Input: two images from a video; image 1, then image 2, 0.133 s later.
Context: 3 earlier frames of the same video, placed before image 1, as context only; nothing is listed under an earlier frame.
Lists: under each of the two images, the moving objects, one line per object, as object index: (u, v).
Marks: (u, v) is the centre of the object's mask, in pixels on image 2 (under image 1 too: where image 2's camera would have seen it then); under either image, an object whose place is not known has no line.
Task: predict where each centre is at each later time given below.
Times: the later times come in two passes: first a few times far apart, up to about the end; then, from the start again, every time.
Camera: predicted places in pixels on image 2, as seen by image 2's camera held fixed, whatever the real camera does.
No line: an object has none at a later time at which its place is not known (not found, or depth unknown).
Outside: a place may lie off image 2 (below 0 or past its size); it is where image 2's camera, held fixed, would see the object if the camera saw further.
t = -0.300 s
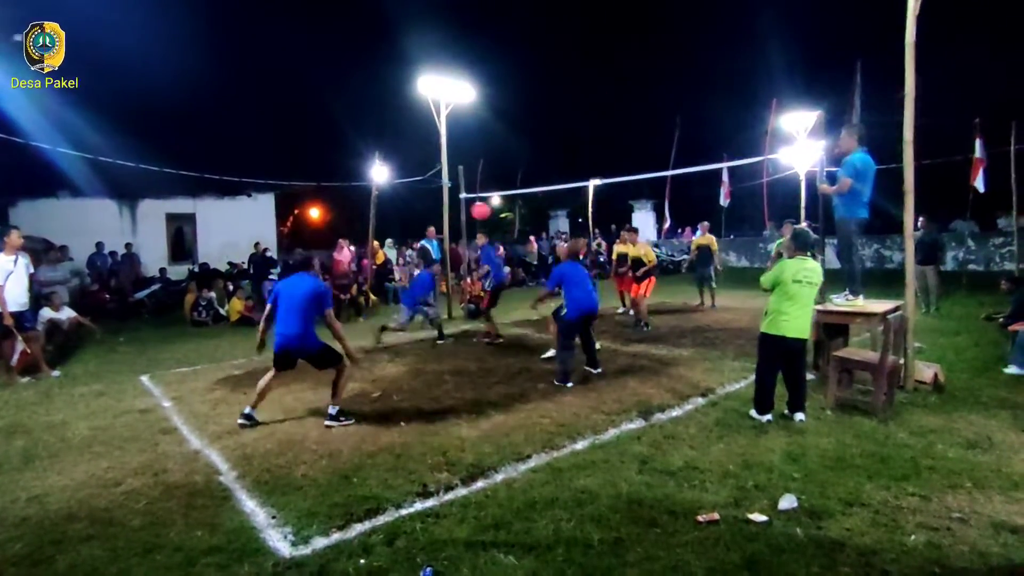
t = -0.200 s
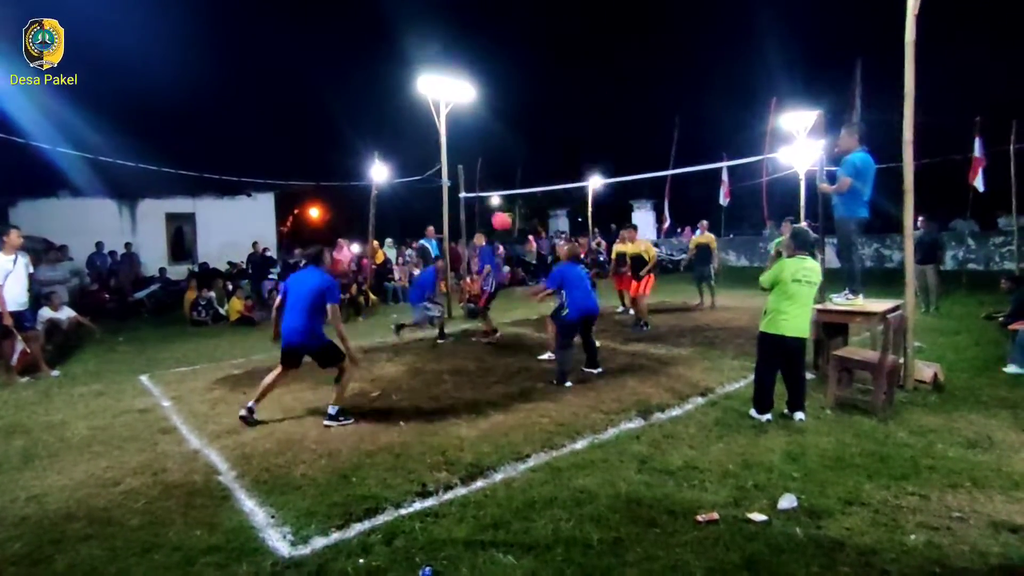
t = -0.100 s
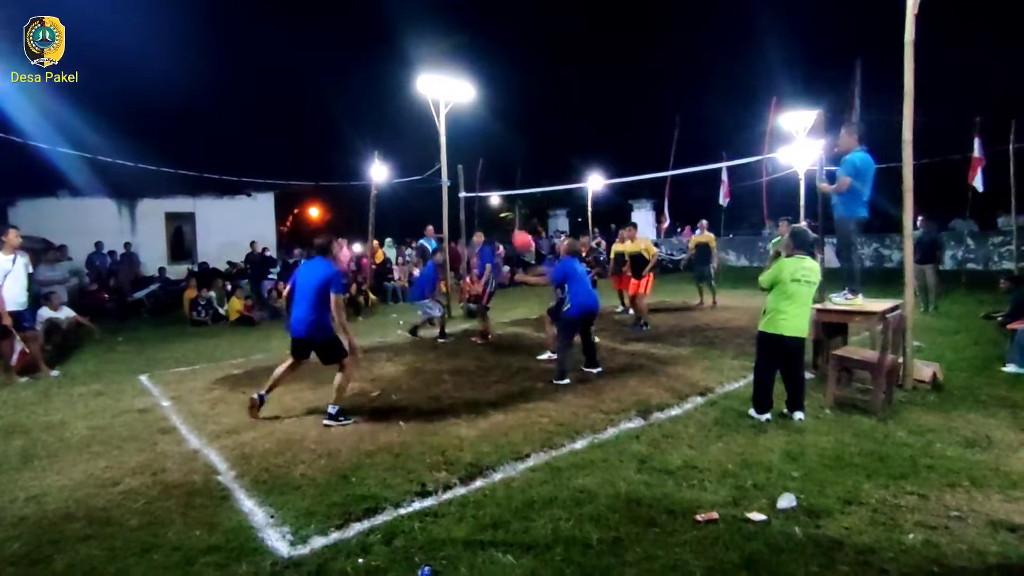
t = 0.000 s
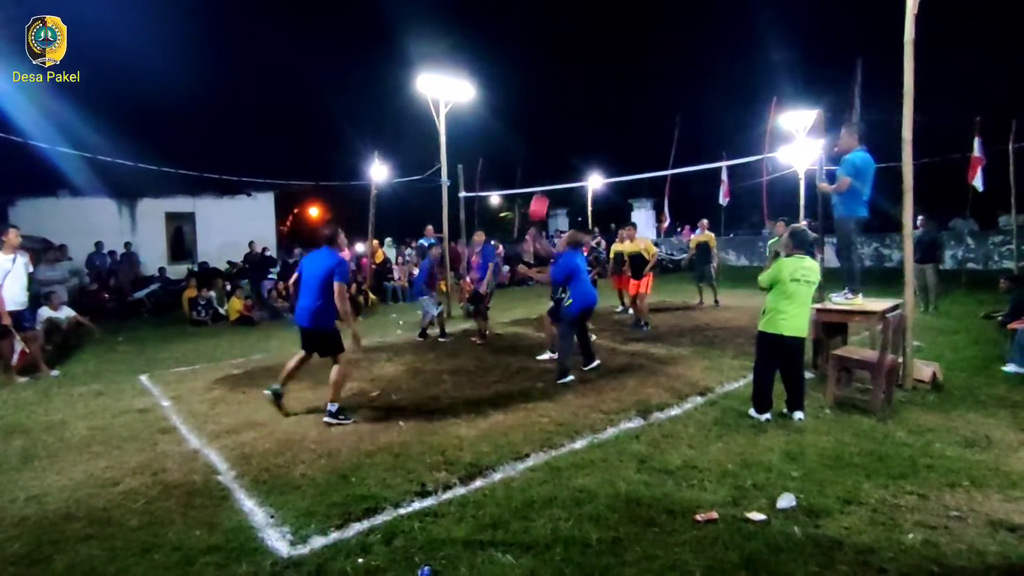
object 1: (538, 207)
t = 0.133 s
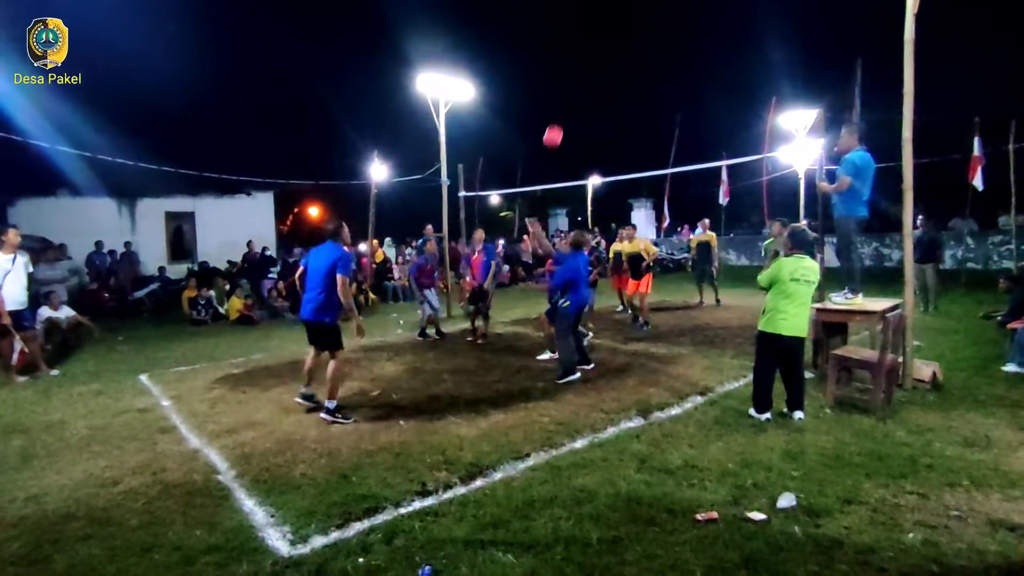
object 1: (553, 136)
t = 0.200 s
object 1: (560, 109)
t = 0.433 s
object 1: (580, 49)
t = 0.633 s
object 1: (595, 34)
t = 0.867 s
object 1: (610, 52)
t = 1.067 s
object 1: (621, 91)
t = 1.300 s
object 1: (634, 159)
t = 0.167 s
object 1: (556, 122)
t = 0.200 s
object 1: (560, 109)
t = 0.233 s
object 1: (563, 97)
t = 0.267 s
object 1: (566, 86)
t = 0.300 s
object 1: (569, 77)
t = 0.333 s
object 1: (572, 69)
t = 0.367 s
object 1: (575, 61)
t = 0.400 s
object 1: (577, 54)
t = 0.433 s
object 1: (580, 49)
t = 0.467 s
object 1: (583, 44)
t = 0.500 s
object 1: (585, 40)
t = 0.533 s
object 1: (588, 38)
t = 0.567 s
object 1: (590, 35)
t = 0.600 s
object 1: (592, 34)
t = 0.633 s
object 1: (595, 34)
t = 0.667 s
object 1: (597, 34)
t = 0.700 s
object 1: (599, 35)
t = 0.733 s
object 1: (601, 37)
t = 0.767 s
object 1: (603, 40)
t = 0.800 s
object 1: (605, 43)
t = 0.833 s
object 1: (608, 47)
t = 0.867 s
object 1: (610, 52)
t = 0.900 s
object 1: (612, 57)
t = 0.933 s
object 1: (614, 63)
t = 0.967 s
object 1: (616, 69)
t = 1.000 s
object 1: (618, 76)
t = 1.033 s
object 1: (620, 83)
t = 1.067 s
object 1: (621, 91)
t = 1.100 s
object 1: (624, 99)
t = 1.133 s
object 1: (626, 108)
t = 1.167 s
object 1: (627, 118)
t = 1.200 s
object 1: (629, 127)
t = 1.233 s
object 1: (631, 137)
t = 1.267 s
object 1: (633, 148)
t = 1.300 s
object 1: (634, 159)
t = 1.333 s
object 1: (636, 169)
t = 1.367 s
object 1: (638, 184)
